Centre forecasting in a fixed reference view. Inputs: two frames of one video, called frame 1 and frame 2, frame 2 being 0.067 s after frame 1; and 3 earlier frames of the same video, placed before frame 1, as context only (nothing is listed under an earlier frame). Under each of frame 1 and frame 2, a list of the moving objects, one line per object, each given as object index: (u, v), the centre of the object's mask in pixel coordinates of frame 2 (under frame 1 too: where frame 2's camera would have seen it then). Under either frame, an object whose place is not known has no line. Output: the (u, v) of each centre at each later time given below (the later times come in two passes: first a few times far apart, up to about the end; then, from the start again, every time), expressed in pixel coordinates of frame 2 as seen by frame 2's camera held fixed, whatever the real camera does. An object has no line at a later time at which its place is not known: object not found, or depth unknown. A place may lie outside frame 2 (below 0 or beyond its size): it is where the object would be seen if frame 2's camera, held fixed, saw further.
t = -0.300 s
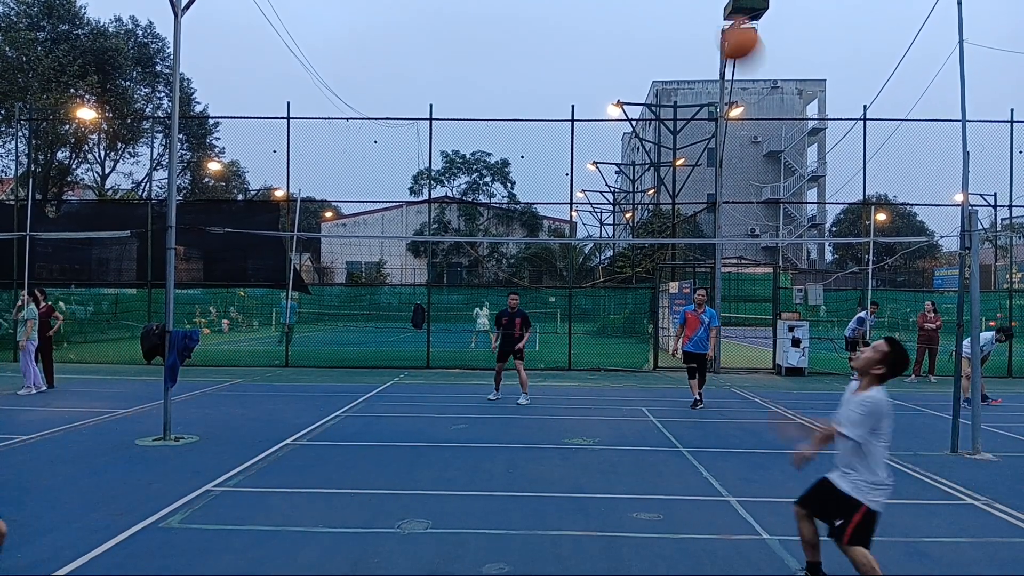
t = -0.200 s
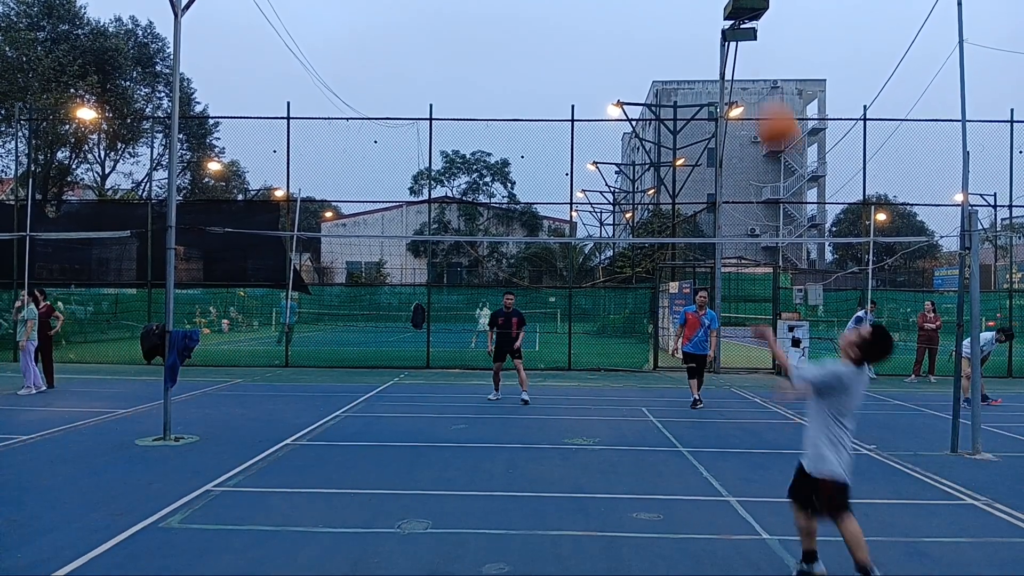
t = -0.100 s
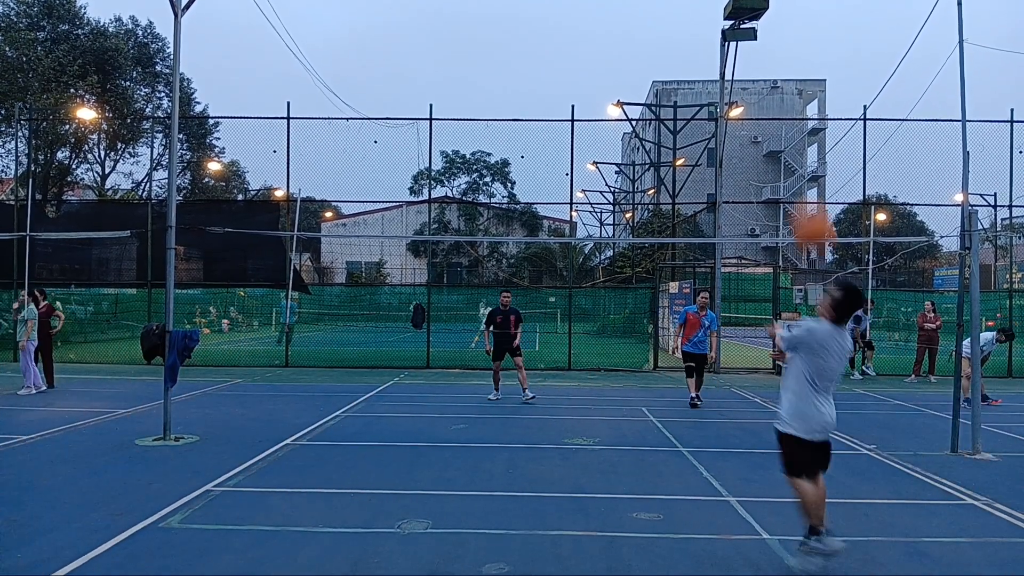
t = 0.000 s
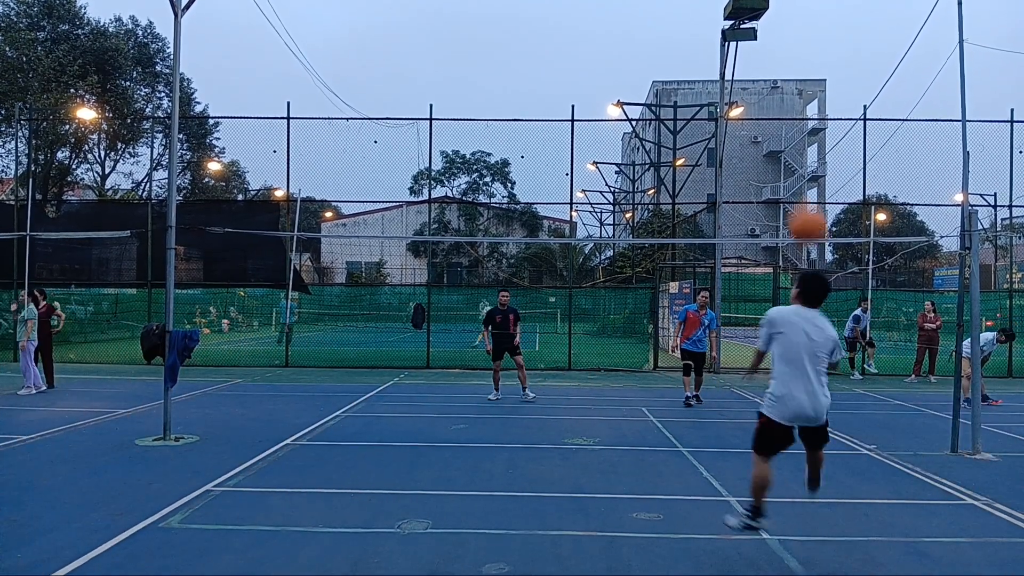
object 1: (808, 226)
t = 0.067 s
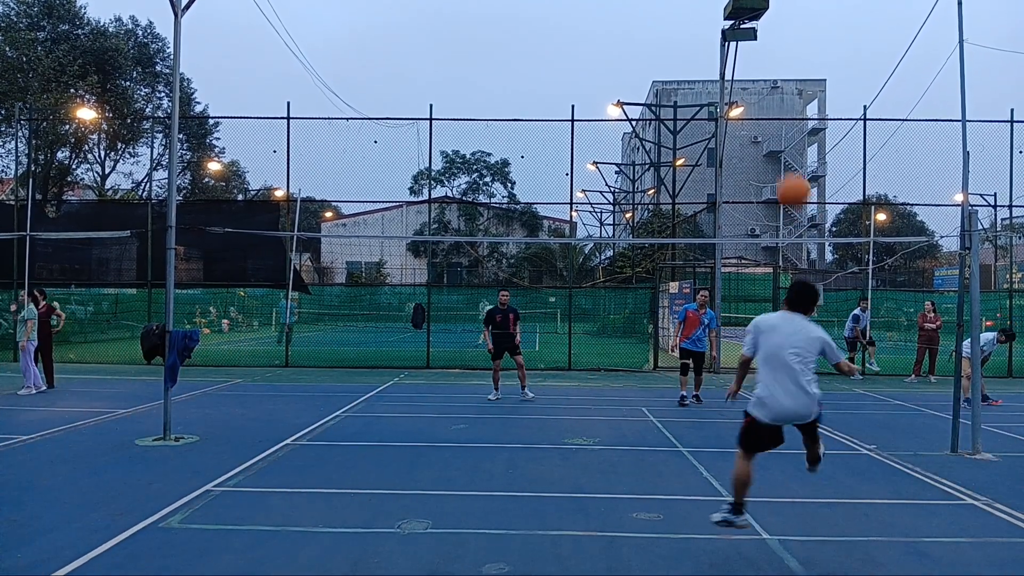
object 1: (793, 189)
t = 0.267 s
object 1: (764, 147)
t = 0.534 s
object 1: (743, 164)
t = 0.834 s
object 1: (727, 239)
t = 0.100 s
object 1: (787, 178)
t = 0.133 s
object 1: (781, 167)
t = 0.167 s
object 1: (777, 160)
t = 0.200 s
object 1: (772, 154)
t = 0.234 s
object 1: (768, 150)
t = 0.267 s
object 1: (764, 147)
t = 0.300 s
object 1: (760, 146)
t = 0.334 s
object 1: (757, 145)
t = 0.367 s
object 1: (755, 146)
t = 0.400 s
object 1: (752, 148)
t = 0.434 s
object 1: (749, 150)
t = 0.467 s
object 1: (747, 154)
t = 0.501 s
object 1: (745, 158)
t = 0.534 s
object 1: (743, 164)
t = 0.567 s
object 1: (740, 170)
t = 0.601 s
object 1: (739, 177)
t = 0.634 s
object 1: (737, 184)
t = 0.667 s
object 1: (735, 192)
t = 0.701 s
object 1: (733, 200)
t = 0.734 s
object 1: (732, 210)
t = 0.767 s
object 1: (731, 219)
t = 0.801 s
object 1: (728, 229)
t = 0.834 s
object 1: (727, 239)
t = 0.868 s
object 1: (725, 250)
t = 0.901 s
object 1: (724, 260)
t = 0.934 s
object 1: (723, 273)
